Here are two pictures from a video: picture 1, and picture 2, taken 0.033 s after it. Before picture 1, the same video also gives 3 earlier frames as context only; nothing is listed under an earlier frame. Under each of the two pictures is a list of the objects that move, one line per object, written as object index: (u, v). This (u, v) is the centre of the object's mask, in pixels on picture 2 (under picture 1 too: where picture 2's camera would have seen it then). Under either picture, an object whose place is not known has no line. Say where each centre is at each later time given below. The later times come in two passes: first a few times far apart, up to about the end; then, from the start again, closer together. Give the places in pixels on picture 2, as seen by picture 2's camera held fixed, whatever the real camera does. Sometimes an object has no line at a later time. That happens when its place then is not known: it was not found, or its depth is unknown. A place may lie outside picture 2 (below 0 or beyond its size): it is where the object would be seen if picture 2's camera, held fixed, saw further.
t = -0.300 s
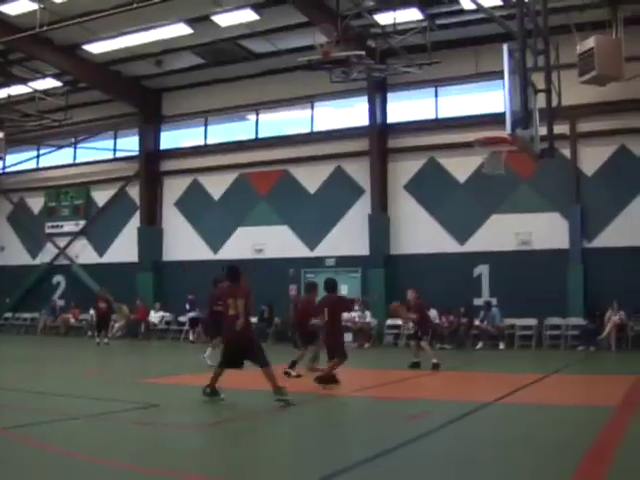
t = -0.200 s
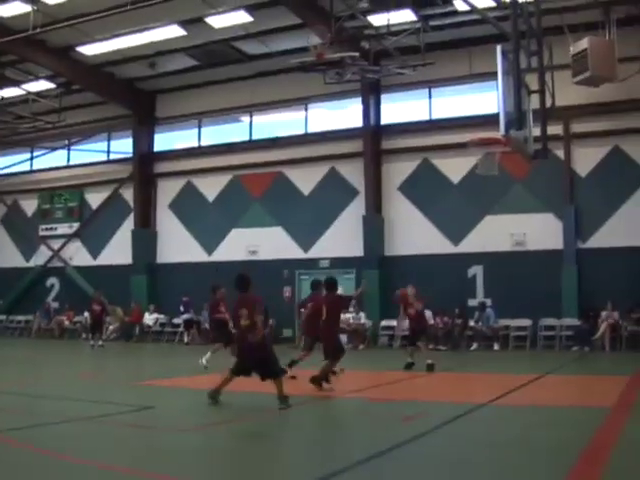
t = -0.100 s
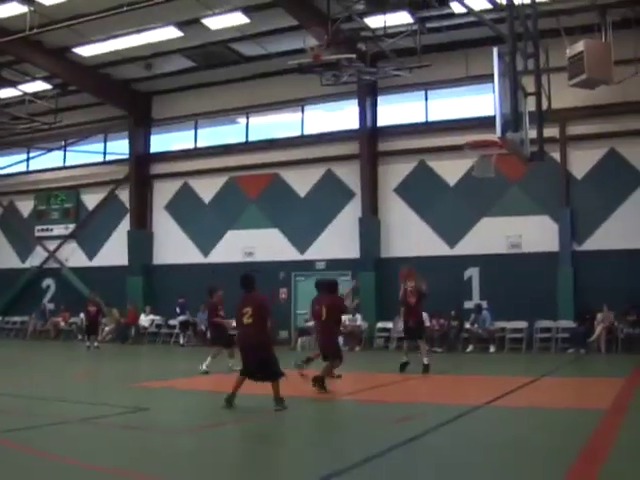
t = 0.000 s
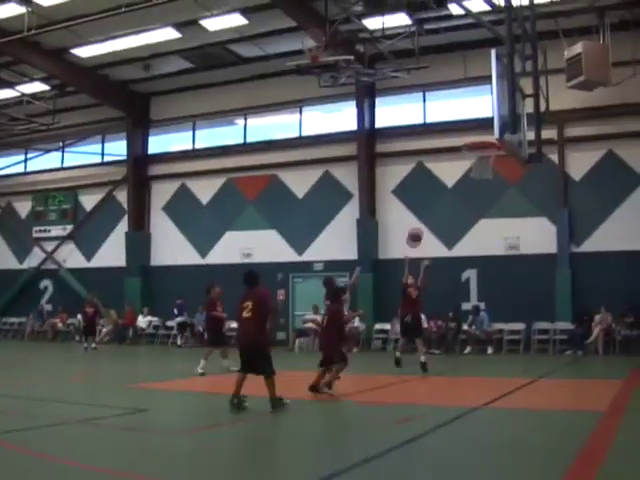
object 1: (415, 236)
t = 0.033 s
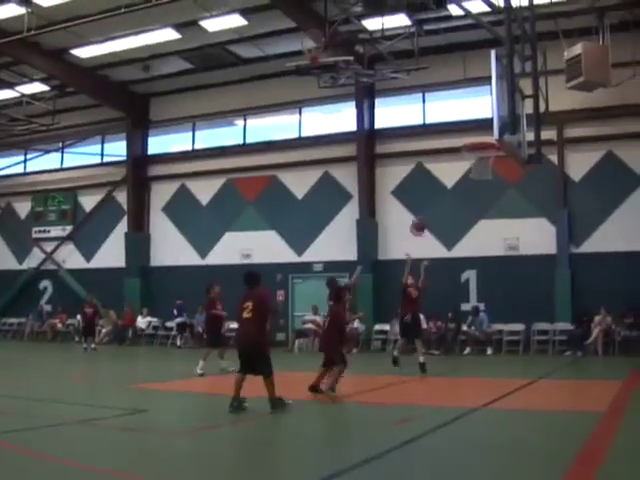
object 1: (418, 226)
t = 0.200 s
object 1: (441, 175)
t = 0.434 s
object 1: (475, 129)
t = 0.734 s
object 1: (484, 127)
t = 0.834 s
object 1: (467, 138)
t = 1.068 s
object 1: (468, 132)
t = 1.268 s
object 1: (470, 130)
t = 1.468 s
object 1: (473, 131)
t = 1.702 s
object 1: (478, 134)
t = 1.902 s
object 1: (485, 157)
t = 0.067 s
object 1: (423, 214)
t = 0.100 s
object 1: (427, 203)
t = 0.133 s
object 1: (433, 194)
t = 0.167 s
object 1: (437, 184)
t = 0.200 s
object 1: (441, 175)
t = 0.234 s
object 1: (446, 167)
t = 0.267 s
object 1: (450, 159)
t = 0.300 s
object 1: (455, 152)
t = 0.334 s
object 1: (460, 142)
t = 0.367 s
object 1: (465, 137)
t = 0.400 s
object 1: (469, 133)
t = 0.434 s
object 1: (475, 129)
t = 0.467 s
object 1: (481, 126)
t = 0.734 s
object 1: (484, 127)
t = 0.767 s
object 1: (477, 131)
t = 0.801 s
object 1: (472, 135)
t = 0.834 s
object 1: (467, 138)
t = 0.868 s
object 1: (467, 136)
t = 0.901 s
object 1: (467, 134)
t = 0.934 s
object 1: (468, 132)
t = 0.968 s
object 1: (468, 131)
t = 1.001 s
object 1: (468, 131)
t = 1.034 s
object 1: (468, 131)
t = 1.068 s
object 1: (468, 132)
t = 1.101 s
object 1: (469, 134)
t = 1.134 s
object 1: (469, 133)
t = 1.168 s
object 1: (469, 132)
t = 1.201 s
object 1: (470, 130)
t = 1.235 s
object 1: (470, 130)
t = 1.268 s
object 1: (470, 130)
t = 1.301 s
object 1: (471, 131)
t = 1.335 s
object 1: (471, 132)
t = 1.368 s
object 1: (471, 132)
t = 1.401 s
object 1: (473, 131)
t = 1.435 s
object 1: (473, 130)
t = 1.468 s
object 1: (473, 131)
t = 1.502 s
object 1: (473, 131)
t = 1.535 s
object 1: (475, 133)
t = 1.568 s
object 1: (475, 132)
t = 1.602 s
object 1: (476, 132)
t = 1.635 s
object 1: (477, 133)
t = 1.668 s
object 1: (477, 134)
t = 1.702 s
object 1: (478, 134)
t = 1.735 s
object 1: (479, 135)
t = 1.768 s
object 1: (480, 137)
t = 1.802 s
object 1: (481, 138)
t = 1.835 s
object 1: (482, 142)
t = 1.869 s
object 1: (484, 154)
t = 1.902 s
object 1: (485, 157)
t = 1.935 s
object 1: (485, 161)
